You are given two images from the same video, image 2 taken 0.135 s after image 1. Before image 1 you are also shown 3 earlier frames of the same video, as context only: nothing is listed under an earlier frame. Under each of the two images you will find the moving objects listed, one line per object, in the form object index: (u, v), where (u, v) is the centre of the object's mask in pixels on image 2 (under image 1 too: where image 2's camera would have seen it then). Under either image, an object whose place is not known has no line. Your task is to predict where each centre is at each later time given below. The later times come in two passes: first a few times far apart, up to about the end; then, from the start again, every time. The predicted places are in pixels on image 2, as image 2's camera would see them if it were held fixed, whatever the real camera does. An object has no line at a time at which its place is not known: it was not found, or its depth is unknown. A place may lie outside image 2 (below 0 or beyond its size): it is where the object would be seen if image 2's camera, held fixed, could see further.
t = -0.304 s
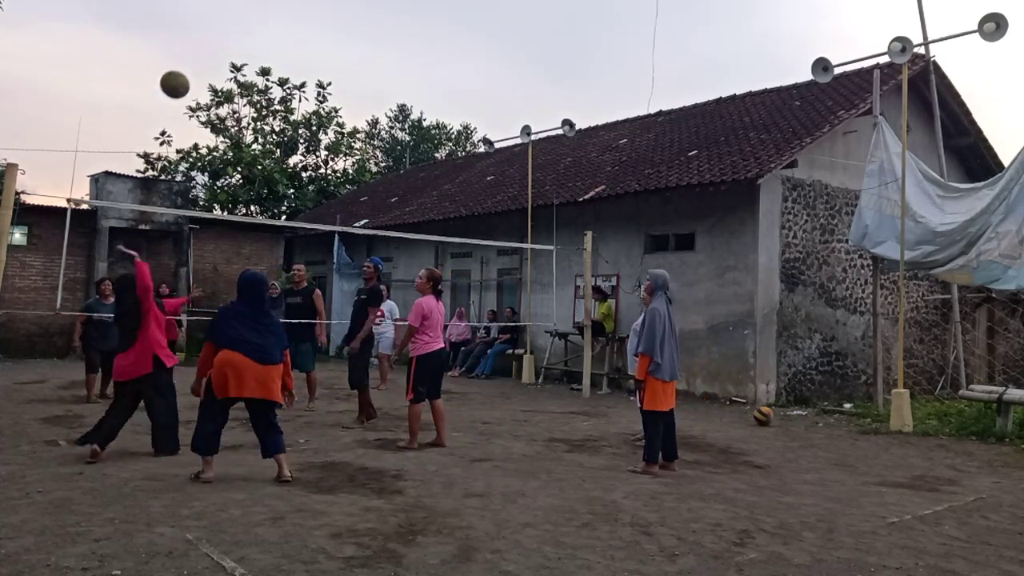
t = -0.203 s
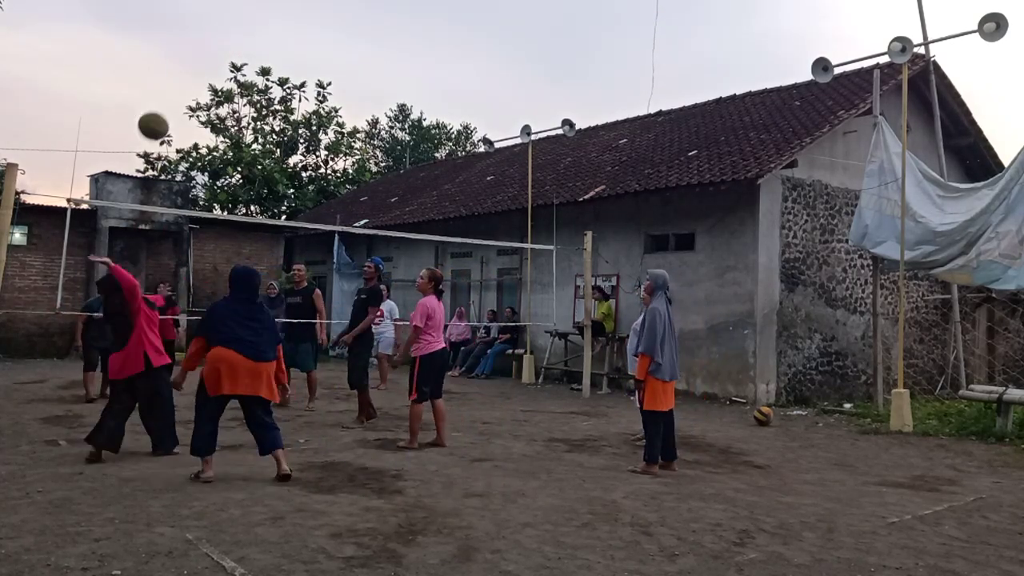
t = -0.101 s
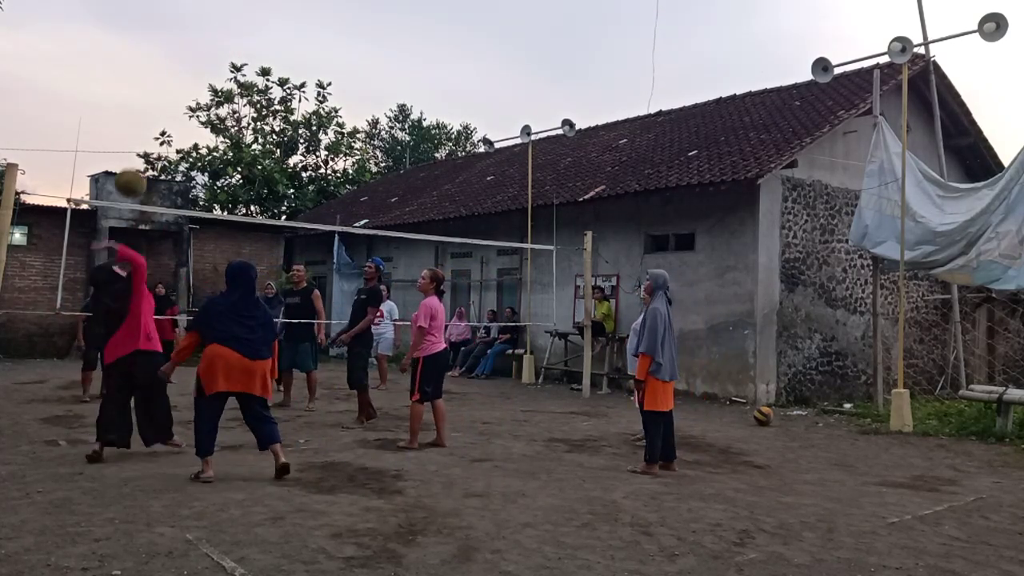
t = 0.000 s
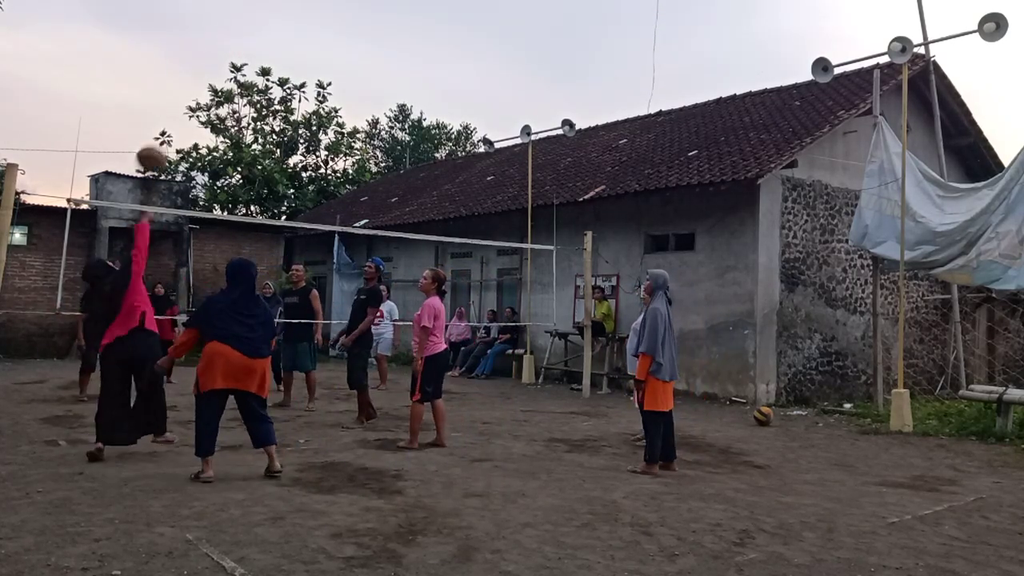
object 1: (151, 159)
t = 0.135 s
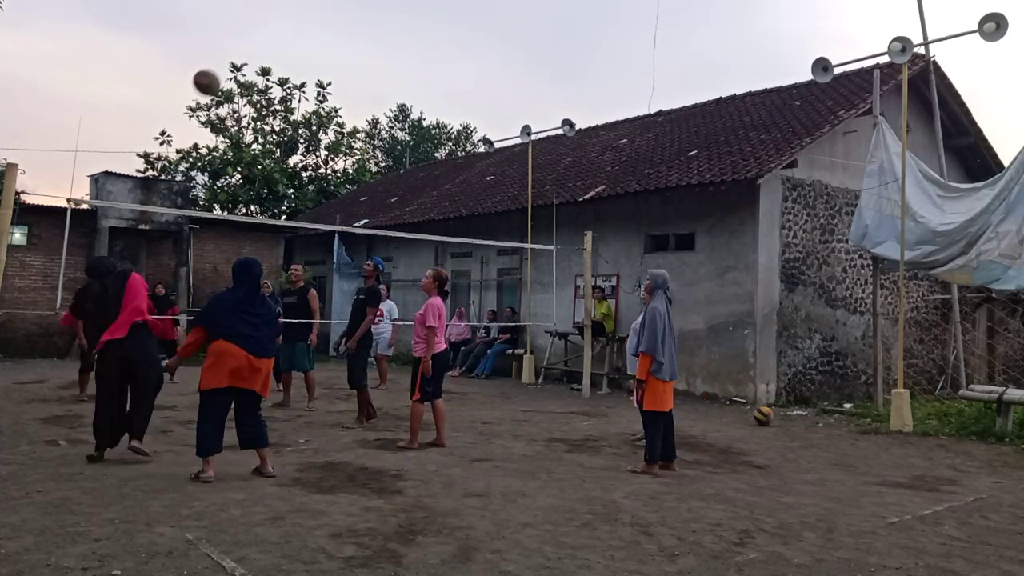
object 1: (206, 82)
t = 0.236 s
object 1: (240, 44)
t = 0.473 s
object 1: (302, 8)
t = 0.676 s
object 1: (345, 19)
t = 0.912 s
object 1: (386, 76)
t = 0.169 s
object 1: (218, 68)
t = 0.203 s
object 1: (229, 55)
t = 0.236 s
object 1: (240, 44)
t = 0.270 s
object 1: (250, 34)
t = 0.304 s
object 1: (259, 26)
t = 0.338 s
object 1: (268, 20)
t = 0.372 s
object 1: (277, 14)
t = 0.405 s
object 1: (286, 11)
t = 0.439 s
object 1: (294, 9)
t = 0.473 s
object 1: (302, 8)
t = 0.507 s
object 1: (310, 8)
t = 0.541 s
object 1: (318, 8)
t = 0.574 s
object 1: (325, 9)
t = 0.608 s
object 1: (332, 11)
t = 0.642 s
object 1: (338, 14)
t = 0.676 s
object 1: (345, 19)
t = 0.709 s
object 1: (352, 24)
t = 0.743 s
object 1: (358, 30)
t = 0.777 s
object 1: (364, 38)
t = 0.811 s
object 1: (369, 47)
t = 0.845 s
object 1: (375, 56)
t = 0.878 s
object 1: (381, 66)
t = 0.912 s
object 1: (386, 76)
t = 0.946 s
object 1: (392, 87)
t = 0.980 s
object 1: (397, 99)
